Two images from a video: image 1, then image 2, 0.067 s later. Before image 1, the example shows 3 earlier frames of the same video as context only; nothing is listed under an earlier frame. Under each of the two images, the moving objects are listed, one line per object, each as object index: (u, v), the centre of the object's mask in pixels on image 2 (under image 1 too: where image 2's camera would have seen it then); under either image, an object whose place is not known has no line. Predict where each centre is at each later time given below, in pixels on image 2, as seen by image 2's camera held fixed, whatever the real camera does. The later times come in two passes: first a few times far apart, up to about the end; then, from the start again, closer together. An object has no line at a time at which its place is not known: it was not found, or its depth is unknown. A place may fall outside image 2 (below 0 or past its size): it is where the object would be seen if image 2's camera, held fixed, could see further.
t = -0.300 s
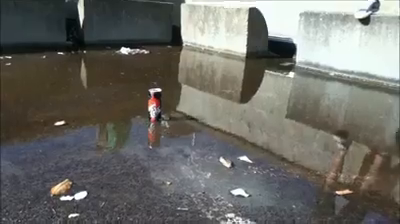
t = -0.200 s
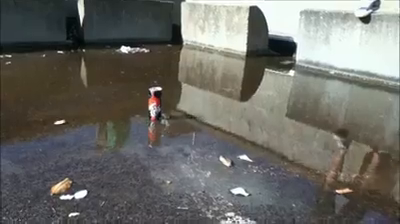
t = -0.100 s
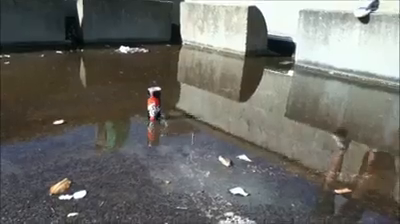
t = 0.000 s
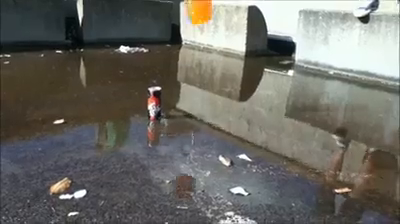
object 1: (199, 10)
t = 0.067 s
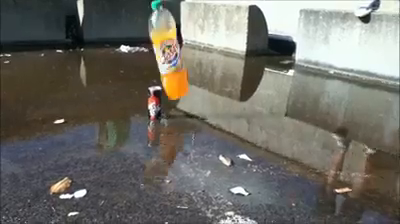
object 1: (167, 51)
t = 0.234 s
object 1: (90, 101)
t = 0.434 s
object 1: (55, 100)
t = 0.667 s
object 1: (65, 128)
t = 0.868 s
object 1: (74, 165)
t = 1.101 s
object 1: (74, 165)
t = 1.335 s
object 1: (74, 165)
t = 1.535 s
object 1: (74, 165)
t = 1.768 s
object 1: (74, 165)
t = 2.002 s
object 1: (74, 165)
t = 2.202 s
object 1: (74, 165)
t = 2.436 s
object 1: (74, 165)
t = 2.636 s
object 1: (74, 165)
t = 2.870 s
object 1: (75, 165)
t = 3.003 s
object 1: (74, 165)
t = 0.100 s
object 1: (154, 85)
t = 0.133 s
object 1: (138, 88)
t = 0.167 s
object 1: (122, 90)
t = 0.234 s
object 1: (90, 101)
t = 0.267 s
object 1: (77, 109)
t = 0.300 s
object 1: (70, 107)
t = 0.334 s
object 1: (66, 103)
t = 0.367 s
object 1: (61, 103)
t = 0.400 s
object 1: (58, 101)
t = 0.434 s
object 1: (55, 100)
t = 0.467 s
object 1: (52, 99)
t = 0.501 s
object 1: (52, 99)
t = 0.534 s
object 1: (53, 101)
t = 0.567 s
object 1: (54, 103)
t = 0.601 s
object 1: (57, 107)
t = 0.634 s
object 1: (60, 115)
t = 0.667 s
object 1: (65, 128)
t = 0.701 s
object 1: (70, 147)
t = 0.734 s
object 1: (71, 165)
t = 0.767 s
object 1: (72, 165)
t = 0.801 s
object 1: (73, 164)
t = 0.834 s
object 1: (74, 165)
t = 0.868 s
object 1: (74, 165)
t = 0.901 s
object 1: (74, 165)
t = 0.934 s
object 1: (74, 165)
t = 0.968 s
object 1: (74, 165)
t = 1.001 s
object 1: (74, 165)
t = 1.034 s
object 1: (75, 165)
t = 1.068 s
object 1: (74, 165)
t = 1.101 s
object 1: (74, 165)
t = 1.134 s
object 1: (74, 165)
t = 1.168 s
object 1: (74, 165)
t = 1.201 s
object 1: (74, 165)
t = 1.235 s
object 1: (74, 165)
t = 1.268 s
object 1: (74, 165)
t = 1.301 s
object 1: (74, 165)
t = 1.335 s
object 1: (74, 165)
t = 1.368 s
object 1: (74, 165)
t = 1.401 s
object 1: (74, 165)
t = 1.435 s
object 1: (74, 165)
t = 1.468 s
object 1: (74, 165)
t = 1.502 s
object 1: (74, 165)
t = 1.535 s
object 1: (74, 165)
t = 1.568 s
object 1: (74, 165)
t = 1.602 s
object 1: (74, 165)
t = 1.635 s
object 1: (74, 165)
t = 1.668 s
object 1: (74, 165)
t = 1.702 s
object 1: (74, 165)
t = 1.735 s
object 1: (74, 165)
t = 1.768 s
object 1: (74, 165)
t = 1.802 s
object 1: (74, 165)
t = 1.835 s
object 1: (74, 165)
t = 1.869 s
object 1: (74, 165)
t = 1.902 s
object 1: (74, 165)
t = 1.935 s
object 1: (74, 165)
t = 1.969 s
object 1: (74, 165)
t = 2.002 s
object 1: (74, 165)
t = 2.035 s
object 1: (74, 165)
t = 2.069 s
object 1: (74, 165)
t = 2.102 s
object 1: (74, 165)
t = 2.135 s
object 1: (74, 165)
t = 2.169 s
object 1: (74, 165)
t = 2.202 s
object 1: (74, 165)
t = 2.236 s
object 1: (74, 165)
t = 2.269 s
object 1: (74, 165)
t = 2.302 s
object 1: (74, 165)
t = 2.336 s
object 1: (74, 165)
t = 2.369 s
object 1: (74, 165)
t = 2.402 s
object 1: (74, 165)
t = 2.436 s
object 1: (74, 165)
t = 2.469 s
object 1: (74, 165)
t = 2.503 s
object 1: (74, 165)
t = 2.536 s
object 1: (74, 165)
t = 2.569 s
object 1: (74, 165)
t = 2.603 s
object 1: (74, 165)
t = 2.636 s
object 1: (74, 165)
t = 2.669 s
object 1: (74, 165)
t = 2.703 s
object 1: (74, 165)
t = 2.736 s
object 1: (74, 164)
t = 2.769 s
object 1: (74, 165)
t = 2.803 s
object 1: (75, 164)
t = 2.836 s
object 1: (75, 164)
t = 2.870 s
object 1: (75, 165)
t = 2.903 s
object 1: (74, 165)
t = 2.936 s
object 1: (74, 165)
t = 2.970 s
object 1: (74, 165)
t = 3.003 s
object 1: (74, 165)
